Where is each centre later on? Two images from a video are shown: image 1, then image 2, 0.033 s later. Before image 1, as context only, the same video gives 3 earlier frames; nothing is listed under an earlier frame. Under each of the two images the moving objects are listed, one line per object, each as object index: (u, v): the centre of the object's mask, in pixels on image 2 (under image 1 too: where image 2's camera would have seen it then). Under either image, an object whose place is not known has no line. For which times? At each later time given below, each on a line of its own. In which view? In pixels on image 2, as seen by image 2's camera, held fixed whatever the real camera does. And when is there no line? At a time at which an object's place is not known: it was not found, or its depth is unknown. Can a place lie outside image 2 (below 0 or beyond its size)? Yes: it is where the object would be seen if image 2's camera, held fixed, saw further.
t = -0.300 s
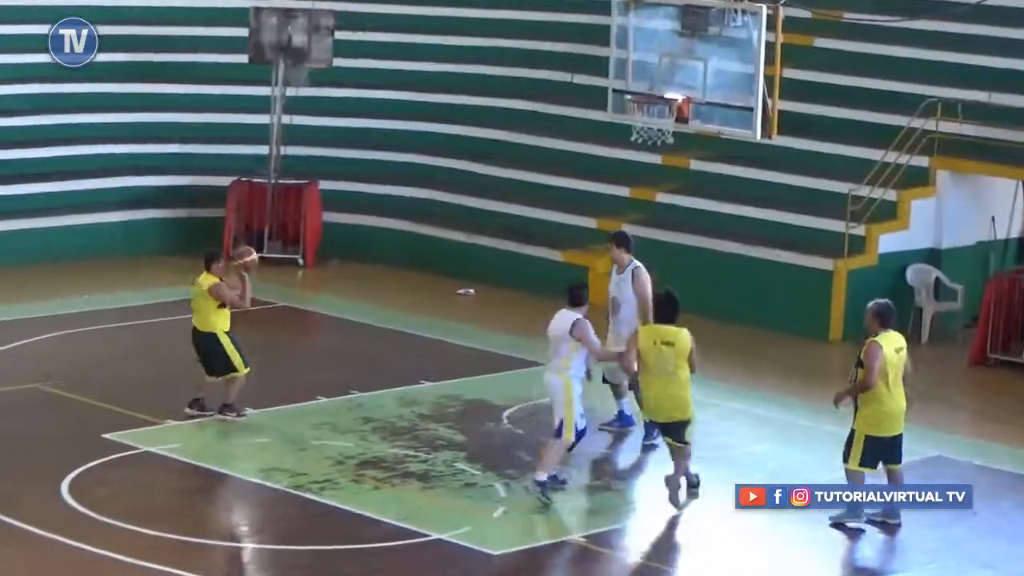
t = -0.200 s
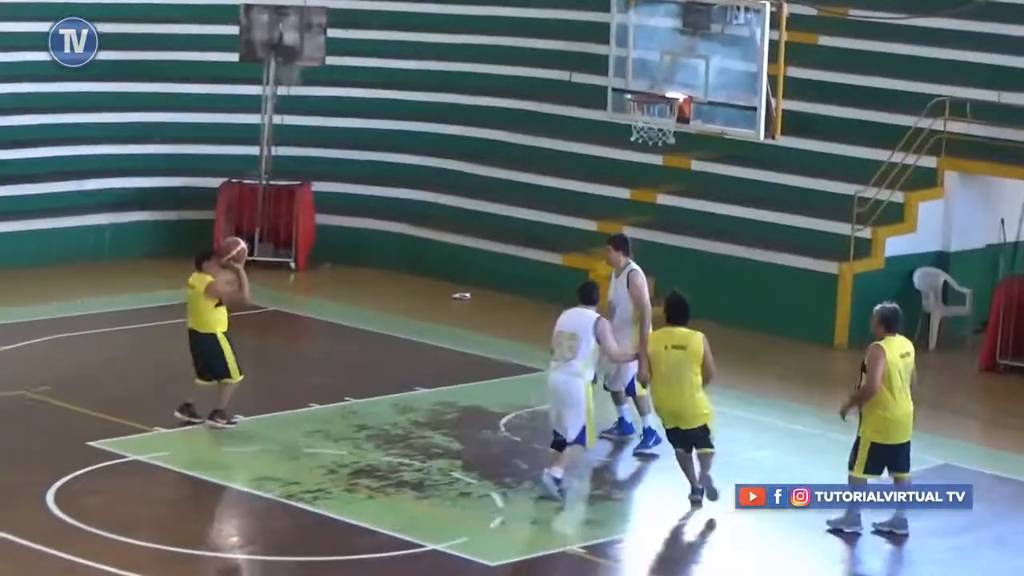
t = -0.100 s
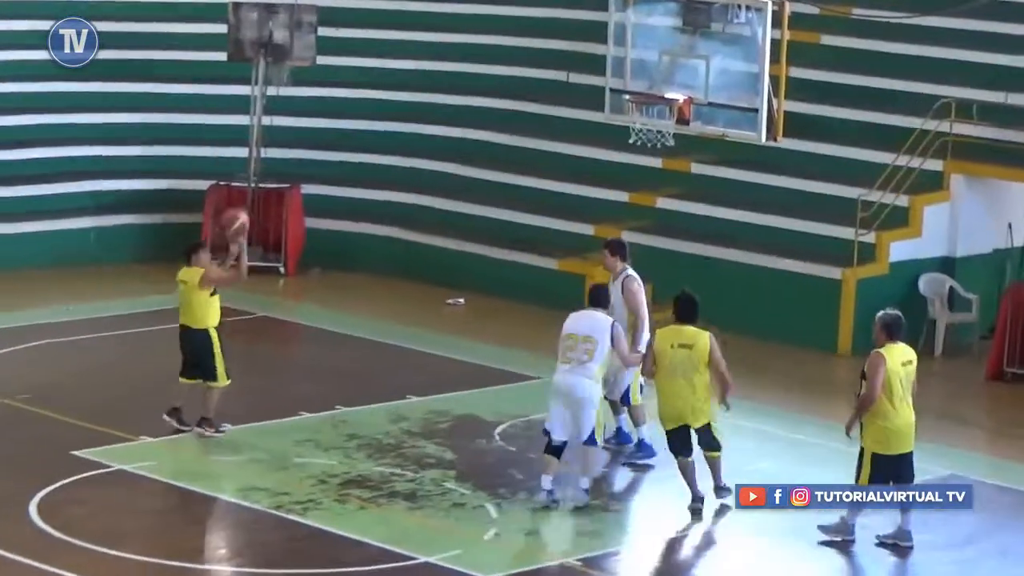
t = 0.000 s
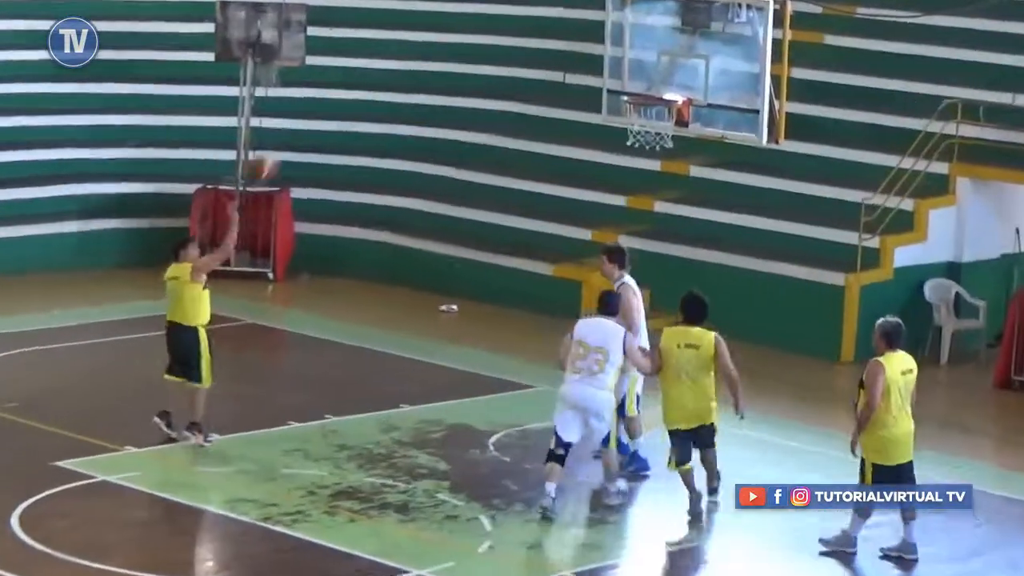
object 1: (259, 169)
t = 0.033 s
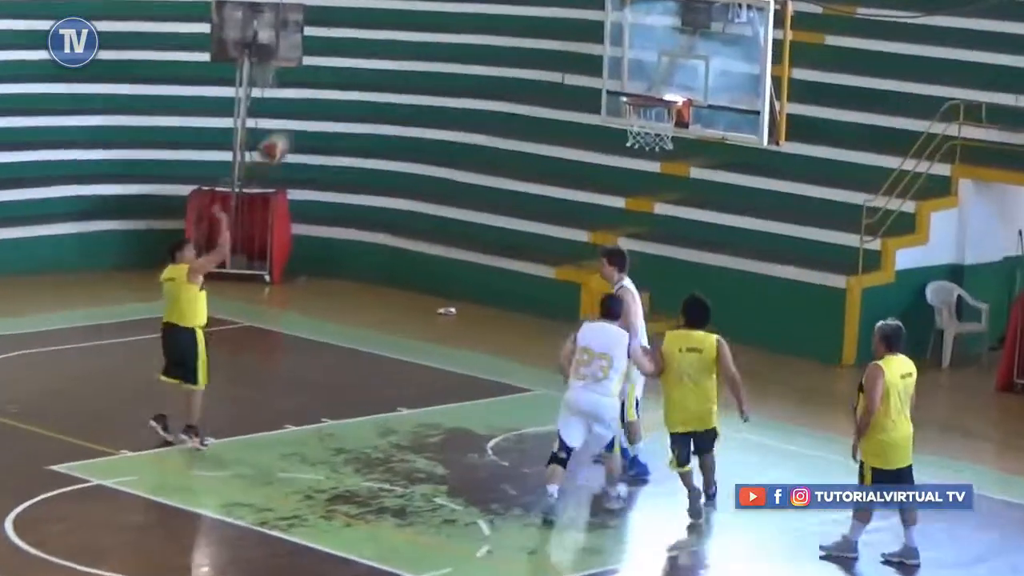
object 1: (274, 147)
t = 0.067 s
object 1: (286, 129)
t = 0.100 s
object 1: (302, 115)
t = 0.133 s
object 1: (317, 99)
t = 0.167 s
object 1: (333, 88)
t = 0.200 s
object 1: (347, 77)
